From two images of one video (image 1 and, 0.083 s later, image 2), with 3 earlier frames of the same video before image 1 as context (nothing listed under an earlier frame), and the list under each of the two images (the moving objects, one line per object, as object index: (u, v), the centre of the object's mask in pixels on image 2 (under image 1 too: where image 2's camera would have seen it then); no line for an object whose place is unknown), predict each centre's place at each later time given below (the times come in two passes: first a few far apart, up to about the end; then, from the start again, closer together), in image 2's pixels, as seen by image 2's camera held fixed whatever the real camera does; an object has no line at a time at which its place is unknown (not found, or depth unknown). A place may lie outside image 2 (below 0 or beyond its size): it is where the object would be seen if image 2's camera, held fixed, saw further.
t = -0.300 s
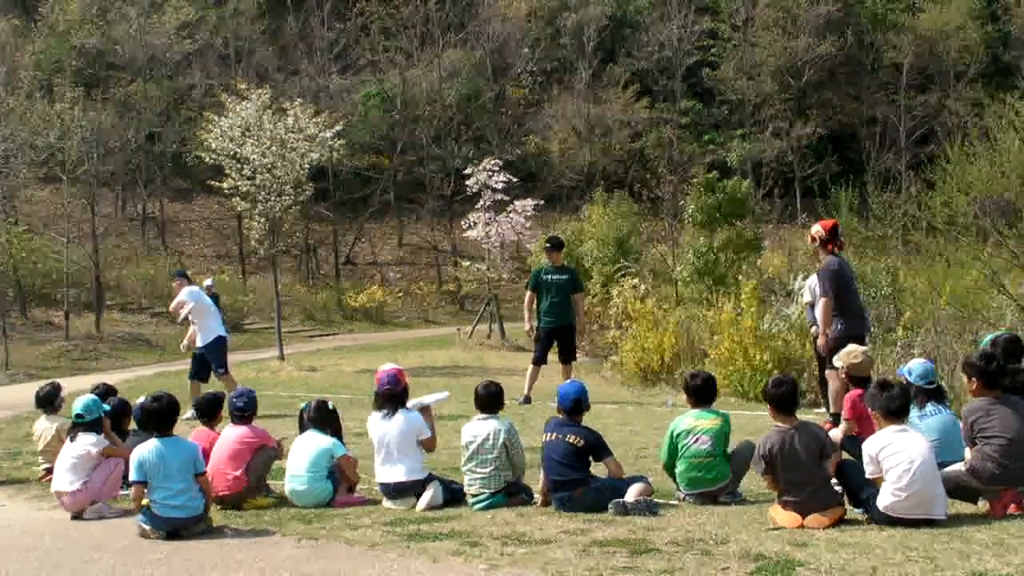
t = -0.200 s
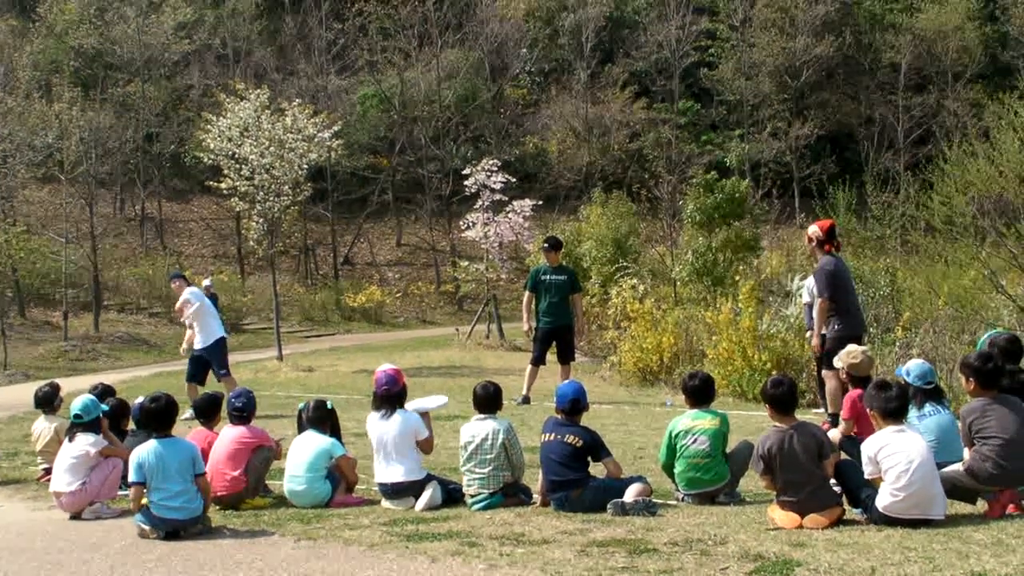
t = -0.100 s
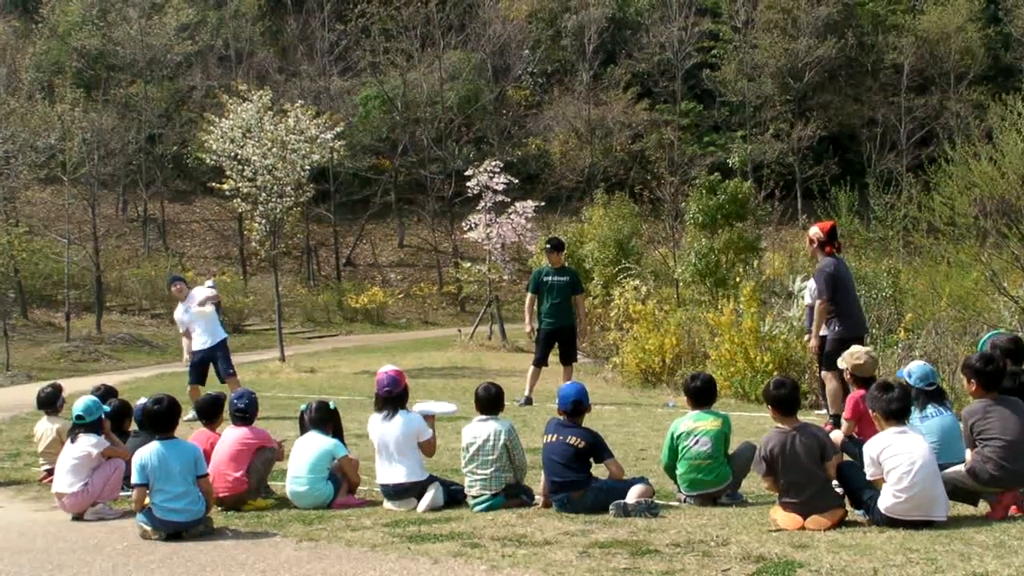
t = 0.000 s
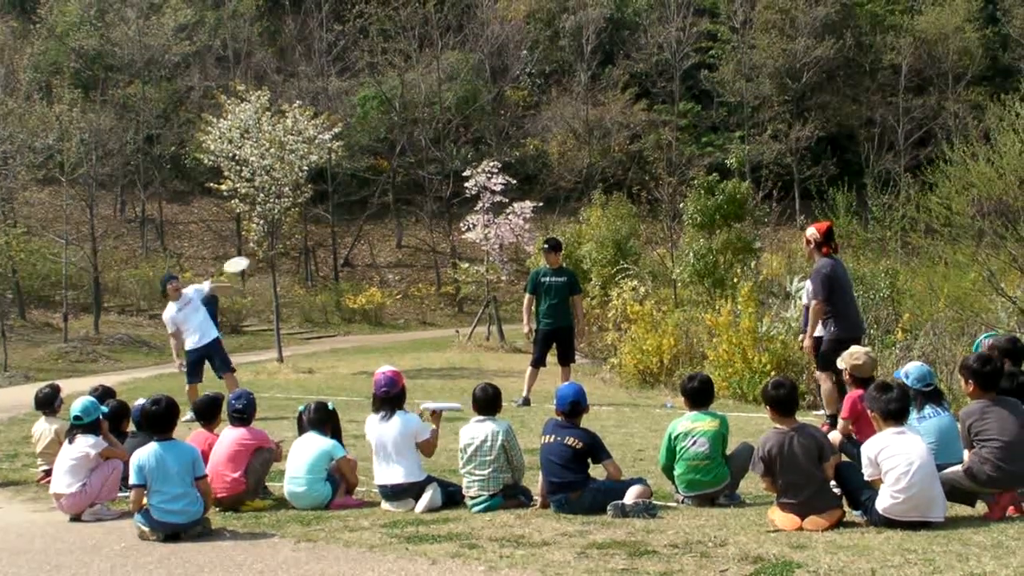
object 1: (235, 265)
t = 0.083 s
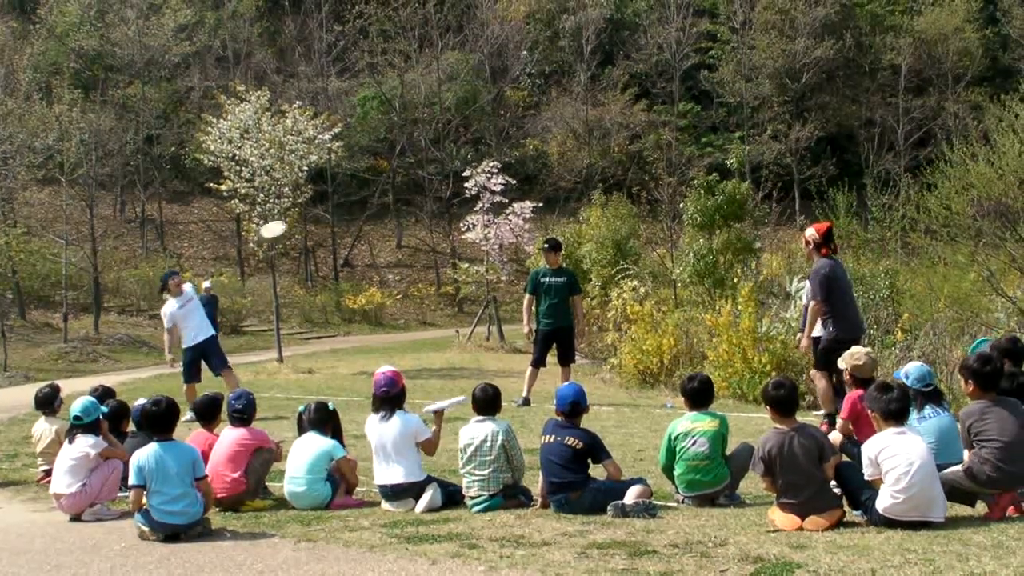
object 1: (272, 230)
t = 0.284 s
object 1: (369, 160)
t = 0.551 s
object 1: (506, 93)
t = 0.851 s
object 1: (652, 14)
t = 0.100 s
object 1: (280, 223)
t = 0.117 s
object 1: (288, 216)
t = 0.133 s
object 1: (297, 210)
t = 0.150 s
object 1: (306, 204)
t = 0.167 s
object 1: (312, 198)
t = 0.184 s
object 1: (321, 192)
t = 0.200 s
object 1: (329, 186)
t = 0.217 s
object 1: (337, 181)
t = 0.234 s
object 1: (345, 175)
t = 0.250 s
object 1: (353, 170)
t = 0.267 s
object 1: (361, 165)
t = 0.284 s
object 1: (369, 160)
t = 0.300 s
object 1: (378, 154)
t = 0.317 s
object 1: (386, 149)
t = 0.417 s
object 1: (437, 123)
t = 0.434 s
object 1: (445, 119)
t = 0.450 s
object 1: (454, 115)
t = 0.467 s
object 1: (462, 111)
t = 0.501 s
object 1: (480, 104)
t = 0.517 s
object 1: (489, 100)
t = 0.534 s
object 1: (497, 97)
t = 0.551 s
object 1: (506, 93)
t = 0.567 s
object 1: (515, 89)
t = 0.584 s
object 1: (524, 86)
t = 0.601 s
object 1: (532, 81)
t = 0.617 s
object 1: (540, 78)
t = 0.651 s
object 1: (557, 70)
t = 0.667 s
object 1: (566, 66)
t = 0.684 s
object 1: (575, 62)
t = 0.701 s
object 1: (583, 58)
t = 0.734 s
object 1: (599, 50)
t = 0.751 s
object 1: (607, 45)
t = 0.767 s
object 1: (615, 40)
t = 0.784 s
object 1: (623, 35)
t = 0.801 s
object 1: (631, 30)
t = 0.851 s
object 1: (652, 14)
